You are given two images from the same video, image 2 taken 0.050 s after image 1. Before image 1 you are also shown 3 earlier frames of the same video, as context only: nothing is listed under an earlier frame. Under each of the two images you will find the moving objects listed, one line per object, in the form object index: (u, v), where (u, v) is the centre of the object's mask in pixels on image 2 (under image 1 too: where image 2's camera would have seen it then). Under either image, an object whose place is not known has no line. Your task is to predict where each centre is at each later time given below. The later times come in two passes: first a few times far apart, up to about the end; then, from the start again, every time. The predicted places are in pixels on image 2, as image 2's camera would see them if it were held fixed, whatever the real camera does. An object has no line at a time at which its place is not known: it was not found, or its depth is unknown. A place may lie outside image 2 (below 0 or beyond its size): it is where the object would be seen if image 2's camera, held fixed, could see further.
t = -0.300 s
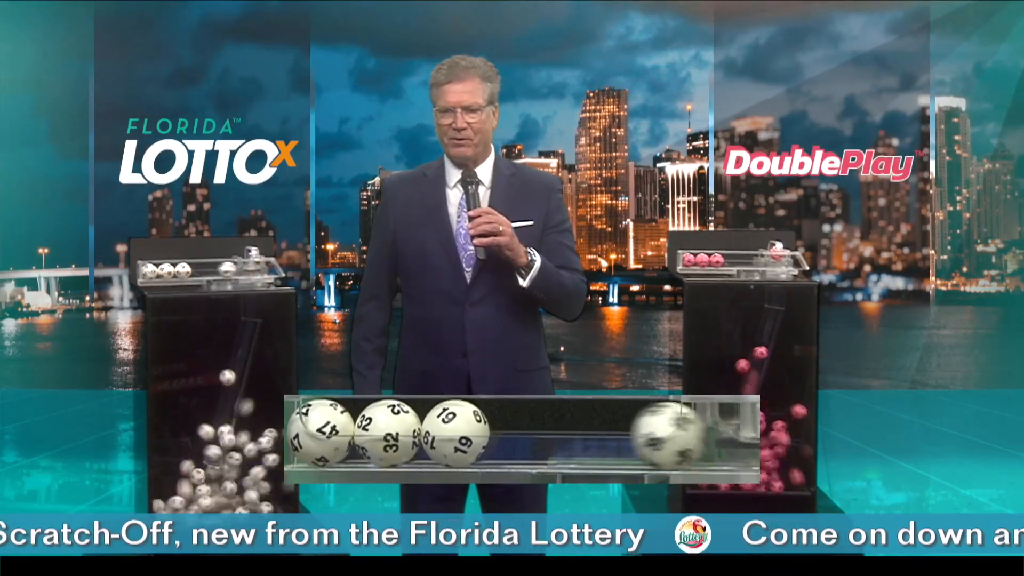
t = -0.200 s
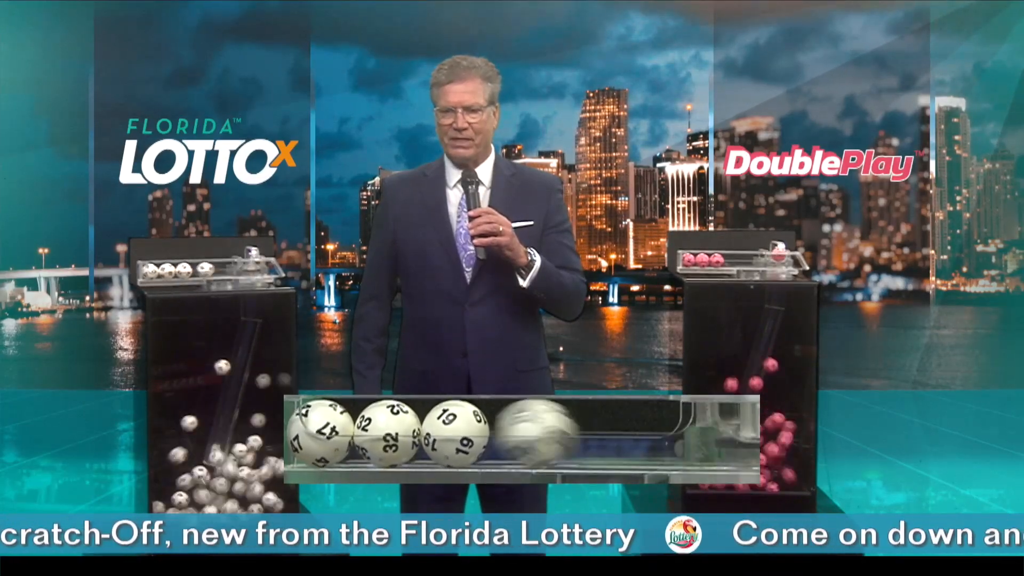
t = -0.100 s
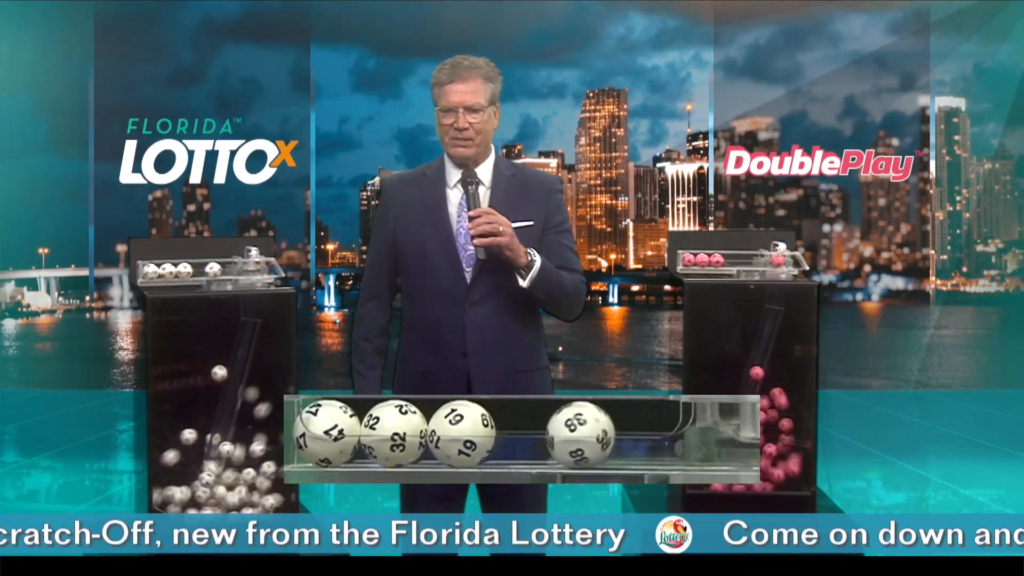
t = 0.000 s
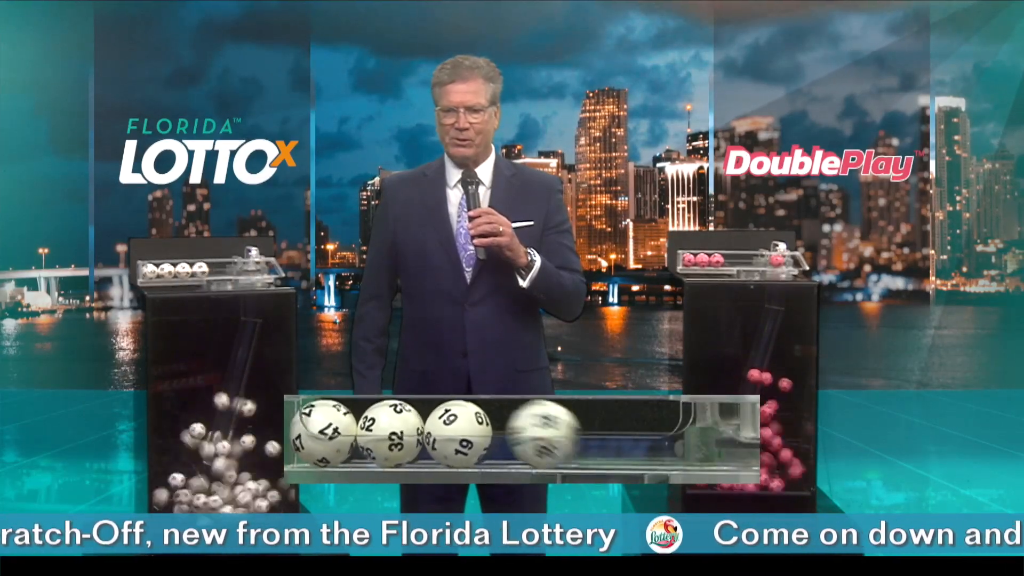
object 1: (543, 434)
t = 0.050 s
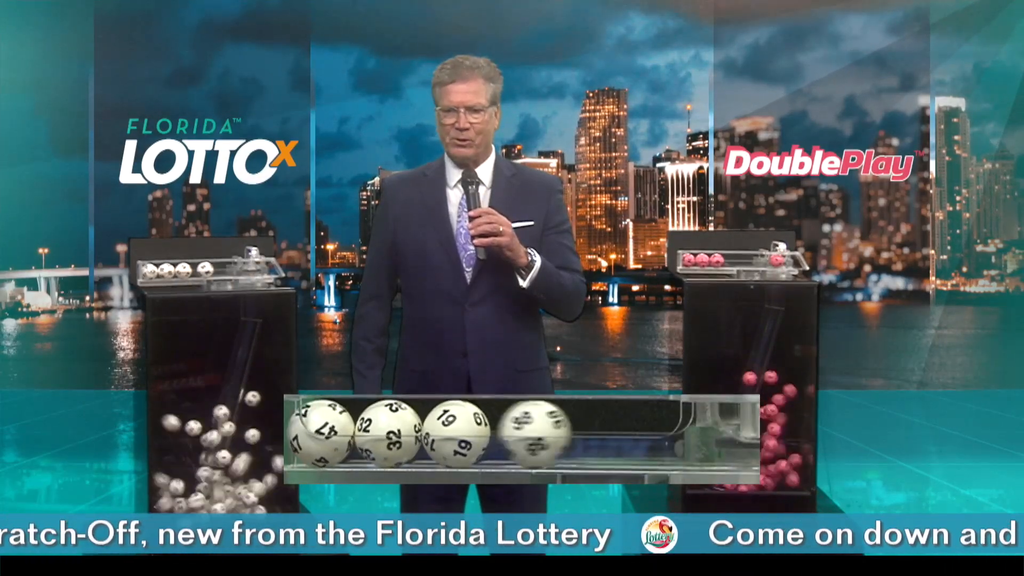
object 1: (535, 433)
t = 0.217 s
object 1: (526, 433)
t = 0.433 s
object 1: (522, 434)
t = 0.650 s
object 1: (521, 434)
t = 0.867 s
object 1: (521, 434)
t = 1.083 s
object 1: (522, 434)
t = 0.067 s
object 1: (542, 432)
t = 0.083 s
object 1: (545, 432)
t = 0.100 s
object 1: (546, 434)
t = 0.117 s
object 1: (545, 432)
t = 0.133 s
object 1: (542, 433)
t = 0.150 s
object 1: (539, 433)
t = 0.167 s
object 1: (535, 432)
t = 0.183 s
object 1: (530, 433)
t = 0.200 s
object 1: (523, 432)
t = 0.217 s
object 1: (526, 433)
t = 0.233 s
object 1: (527, 432)
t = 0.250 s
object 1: (527, 433)
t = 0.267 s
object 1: (525, 432)
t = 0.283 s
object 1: (524, 433)
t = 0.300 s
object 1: (525, 432)
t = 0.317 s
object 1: (523, 433)
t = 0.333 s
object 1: (522, 433)
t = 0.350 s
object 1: (522, 434)
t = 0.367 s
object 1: (522, 434)
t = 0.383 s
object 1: (522, 434)
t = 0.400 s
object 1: (522, 434)
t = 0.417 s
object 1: (522, 434)
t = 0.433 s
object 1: (522, 434)
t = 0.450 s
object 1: (522, 434)
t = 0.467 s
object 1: (522, 434)
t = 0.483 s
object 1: (522, 434)
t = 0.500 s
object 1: (522, 434)
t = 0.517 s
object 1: (522, 434)
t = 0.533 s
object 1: (522, 434)
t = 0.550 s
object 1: (522, 434)
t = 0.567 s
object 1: (522, 434)
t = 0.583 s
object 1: (522, 434)
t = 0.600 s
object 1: (522, 434)
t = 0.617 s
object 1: (522, 434)
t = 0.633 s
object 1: (521, 434)
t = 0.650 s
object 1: (521, 434)
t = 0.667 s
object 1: (521, 434)
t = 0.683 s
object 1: (521, 434)
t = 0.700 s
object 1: (522, 434)
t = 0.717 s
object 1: (522, 434)
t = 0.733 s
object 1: (522, 434)
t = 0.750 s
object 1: (522, 434)
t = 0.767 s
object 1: (522, 434)
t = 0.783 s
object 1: (521, 434)
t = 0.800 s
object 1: (521, 434)
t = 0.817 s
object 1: (521, 434)
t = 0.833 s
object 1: (521, 434)
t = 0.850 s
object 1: (521, 434)
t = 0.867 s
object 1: (521, 434)
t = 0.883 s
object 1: (522, 434)
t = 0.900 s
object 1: (522, 434)
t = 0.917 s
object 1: (522, 434)
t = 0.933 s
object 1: (521, 434)
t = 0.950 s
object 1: (521, 434)
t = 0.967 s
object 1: (521, 434)
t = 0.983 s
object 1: (521, 434)
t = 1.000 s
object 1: (521, 434)
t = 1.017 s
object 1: (521, 434)
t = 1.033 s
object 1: (522, 434)
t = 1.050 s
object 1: (522, 434)
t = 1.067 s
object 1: (522, 434)
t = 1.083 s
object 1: (522, 434)
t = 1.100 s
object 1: (522, 434)
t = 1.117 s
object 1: (522, 434)
